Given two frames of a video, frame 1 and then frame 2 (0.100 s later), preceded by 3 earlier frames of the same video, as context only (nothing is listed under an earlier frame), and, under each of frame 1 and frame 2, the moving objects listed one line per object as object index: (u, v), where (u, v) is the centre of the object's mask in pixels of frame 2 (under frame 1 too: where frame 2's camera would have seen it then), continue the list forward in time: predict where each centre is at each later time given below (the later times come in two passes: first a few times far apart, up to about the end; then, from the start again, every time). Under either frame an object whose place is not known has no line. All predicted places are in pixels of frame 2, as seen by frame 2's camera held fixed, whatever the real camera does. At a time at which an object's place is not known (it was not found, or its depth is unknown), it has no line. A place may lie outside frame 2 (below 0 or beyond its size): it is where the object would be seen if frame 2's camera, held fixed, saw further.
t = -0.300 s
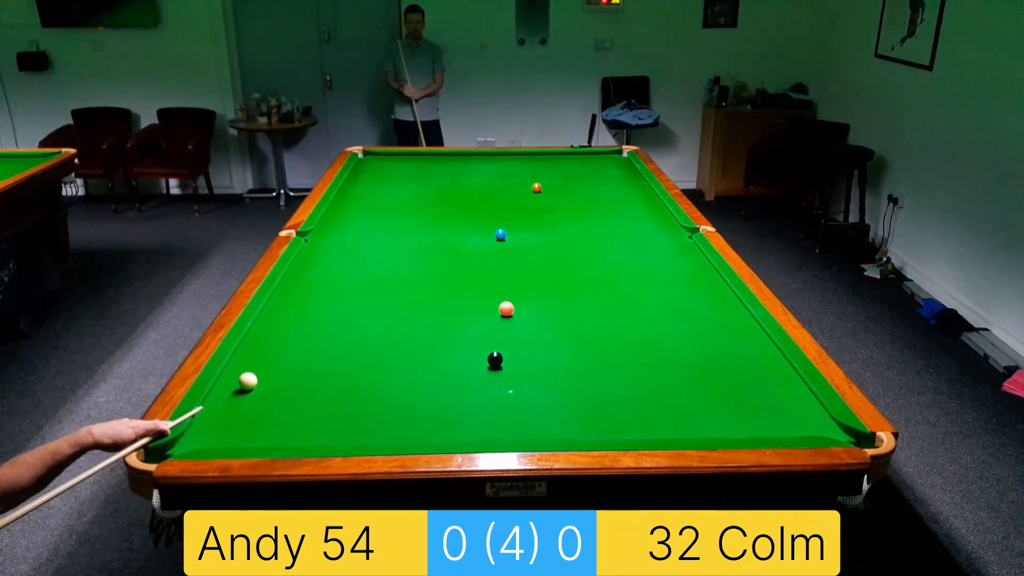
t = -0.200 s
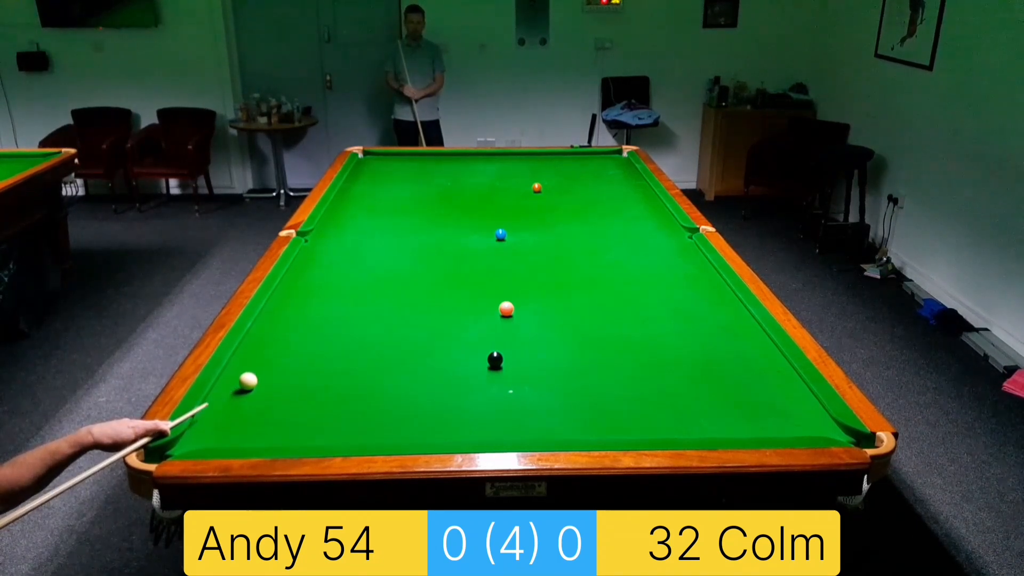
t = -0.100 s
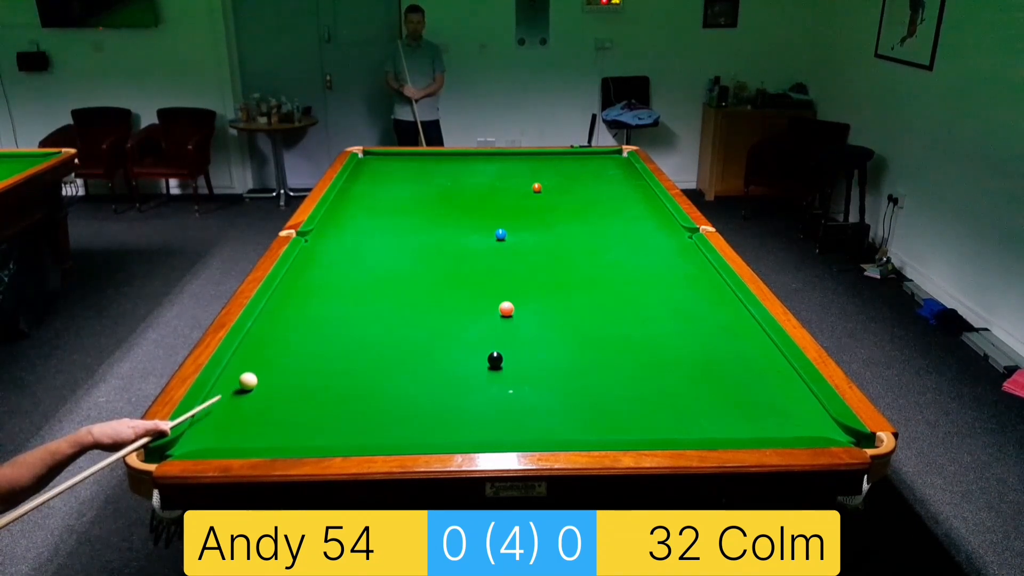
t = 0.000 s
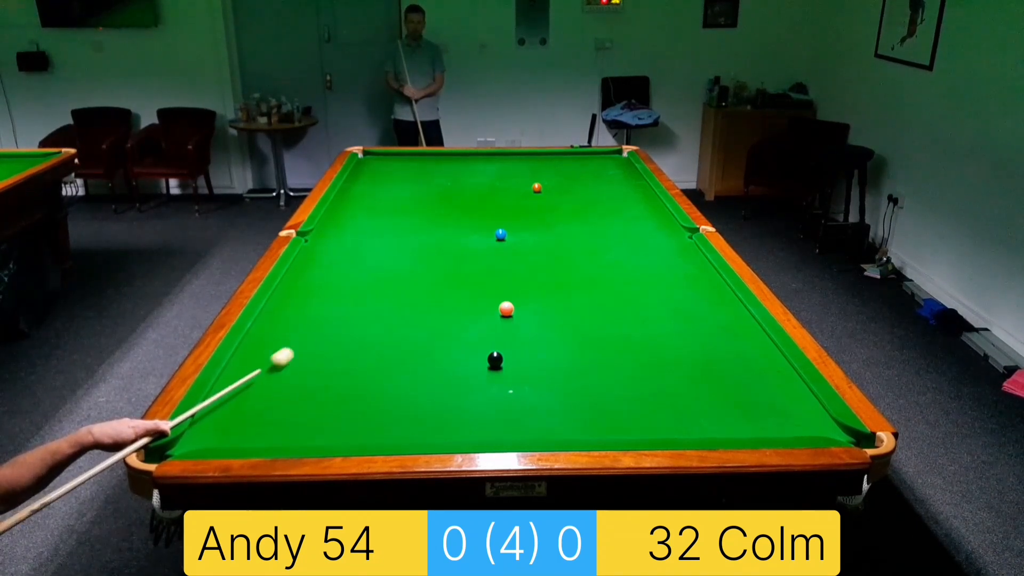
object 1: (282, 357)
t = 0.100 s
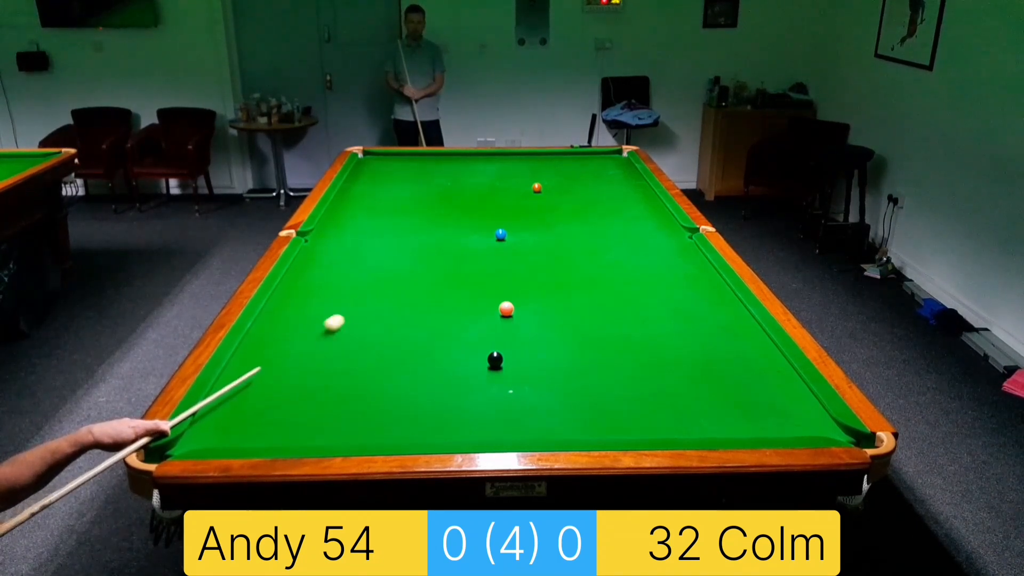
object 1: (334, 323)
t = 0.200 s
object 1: (375, 296)
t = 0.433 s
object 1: (448, 247)
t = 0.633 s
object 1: (494, 215)
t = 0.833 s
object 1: (530, 191)
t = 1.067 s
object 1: (528, 185)
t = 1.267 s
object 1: (529, 179)
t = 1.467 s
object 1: (531, 173)
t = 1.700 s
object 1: (534, 167)
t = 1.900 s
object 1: (536, 162)
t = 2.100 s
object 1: (537, 157)
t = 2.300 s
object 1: (539, 153)
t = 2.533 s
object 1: (542, 156)
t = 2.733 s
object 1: (544, 159)
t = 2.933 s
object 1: (547, 161)
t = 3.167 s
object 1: (550, 164)
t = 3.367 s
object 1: (552, 167)
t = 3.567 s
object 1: (554, 169)
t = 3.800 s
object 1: (557, 172)
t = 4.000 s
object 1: (559, 174)
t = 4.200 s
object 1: (561, 177)
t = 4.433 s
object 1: (563, 179)
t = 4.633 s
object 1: (564, 181)
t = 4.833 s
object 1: (566, 183)
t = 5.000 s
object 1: (567, 185)
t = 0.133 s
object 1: (348, 313)
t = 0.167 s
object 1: (362, 304)
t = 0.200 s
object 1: (375, 296)
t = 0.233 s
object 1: (387, 288)
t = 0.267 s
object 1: (398, 280)
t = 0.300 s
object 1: (409, 273)
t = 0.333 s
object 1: (419, 266)
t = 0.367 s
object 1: (429, 259)
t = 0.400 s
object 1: (439, 253)
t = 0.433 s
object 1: (448, 247)
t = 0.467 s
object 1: (456, 241)
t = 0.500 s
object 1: (464, 236)
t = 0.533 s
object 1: (472, 230)
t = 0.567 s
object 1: (479, 225)
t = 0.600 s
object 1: (487, 220)
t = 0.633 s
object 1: (494, 215)
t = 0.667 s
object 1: (501, 211)
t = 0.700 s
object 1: (507, 207)
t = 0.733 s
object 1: (513, 202)
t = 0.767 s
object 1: (519, 198)
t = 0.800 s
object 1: (525, 194)
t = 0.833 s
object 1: (530, 191)
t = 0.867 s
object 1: (532, 189)
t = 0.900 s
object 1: (530, 189)
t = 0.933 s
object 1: (529, 188)
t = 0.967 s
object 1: (529, 188)
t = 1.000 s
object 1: (528, 187)
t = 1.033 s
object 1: (528, 186)
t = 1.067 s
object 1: (528, 185)
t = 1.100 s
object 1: (528, 184)
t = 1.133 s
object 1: (528, 183)
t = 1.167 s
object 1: (528, 182)
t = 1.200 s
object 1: (529, 181)
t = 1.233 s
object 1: (529, 180)
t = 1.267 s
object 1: (529, 179)
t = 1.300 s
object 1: (530, 178)
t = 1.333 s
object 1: (530, 177)
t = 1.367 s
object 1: (530, 176)
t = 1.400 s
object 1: (531, 175)
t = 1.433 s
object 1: (531, 174)
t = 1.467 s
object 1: (531, 173)
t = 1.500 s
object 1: (532, 172)
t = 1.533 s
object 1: (532, 171)
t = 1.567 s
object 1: (532, 170)
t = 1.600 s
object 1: (533, 169)
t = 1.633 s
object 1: (533, 168)
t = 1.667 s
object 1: (533, 168)
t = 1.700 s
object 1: (534, 167)
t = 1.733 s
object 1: (534, 166)
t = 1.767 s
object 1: (534, 165)
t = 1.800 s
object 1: (535, 164)
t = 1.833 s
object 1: (535, 163)
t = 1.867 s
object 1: (535, 162)
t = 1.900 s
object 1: (536, 162)
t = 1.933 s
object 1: (536, 161)
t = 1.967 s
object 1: (536, 160)
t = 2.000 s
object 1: (536, 159)
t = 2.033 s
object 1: (537, 159)
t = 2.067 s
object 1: (537, 158)
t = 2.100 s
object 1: (537, 157)
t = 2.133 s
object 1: (538, 156)
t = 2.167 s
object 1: (538, 155)
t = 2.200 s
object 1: (538, 155)
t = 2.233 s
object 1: (538, 154)
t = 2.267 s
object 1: (539, 153)
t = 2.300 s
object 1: (539, 153)
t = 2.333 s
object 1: (539, 153)
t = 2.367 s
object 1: (540, 153)
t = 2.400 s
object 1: (540, 154)
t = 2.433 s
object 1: (541, 155)
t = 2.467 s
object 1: (541, 155)
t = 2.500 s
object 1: (541, 155)
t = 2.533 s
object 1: (542, 156)
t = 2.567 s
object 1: (542, 156)
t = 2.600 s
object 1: (543, 157)
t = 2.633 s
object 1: (543, 157)
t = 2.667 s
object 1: (543, 158)
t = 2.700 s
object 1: (544, 158)
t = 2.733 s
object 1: (544, 159)
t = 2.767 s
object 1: (545, 159)
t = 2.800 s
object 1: (545, 159)
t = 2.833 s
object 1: (546, 160)
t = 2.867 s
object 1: (546, 160)
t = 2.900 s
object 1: (546, 161)
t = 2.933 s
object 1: (547, 161)
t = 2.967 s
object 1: (547, 162)
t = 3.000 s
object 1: (548, 162)
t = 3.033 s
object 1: (548, 162)
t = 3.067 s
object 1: (549, 163)
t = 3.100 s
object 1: (549, 163)
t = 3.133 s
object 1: (549, 164)
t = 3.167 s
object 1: (550, 164)
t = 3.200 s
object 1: (550, 165)
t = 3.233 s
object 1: (551, 165)
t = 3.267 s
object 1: (551, 166)
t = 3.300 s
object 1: (551, 166)
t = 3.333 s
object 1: (552, 166)
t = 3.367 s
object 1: (552, 167)
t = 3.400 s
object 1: (552, 167)
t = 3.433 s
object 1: (553, 168)
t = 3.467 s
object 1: (553, 168)
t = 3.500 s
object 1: (554, 168)
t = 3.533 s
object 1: (554, 169)
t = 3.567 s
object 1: (554, 169)
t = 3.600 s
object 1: (555, 170)
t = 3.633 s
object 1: (555, 170)
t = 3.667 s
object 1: (555, 170)
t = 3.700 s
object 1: (556, 171)
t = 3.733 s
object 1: (556, 171)
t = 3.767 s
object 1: (556, 172)
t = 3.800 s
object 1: (557, 172)
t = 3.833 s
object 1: (557, 173)
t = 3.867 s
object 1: (557, 173)
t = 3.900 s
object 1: (558, 173)
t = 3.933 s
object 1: (558, 174)
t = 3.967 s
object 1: (558, 174)
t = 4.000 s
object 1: (559, 174)
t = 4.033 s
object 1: (559, 175)
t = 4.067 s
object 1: (560, 175)
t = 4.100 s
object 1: (560, 176)
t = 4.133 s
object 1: (560, 176)
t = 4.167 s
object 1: (560, 176)
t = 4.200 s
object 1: (561, 177)
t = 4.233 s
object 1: (561, 177)
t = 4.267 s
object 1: (561, 178)
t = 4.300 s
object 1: (562, 178)
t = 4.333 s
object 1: (562, 178)
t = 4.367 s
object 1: (562, 179)
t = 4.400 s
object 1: (562, 179)
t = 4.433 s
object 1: (563, 179)
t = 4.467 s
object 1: (563, 180)
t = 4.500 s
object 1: (563, 180)
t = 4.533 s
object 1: (564, 180)
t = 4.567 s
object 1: (564, 181)
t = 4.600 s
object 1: (564, 181)
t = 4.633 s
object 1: (564, 181)
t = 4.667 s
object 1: (565, 182)
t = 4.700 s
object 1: (565, 182)
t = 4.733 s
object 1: (565, 182)
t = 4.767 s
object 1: (566, 183)
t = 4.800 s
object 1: (566, 183)
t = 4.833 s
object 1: (566, 183)
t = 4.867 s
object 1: (566, 184)
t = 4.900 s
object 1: (567, 184)
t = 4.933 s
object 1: (567, 184)
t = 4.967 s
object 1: (567, 185)
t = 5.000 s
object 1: (567, 185)
